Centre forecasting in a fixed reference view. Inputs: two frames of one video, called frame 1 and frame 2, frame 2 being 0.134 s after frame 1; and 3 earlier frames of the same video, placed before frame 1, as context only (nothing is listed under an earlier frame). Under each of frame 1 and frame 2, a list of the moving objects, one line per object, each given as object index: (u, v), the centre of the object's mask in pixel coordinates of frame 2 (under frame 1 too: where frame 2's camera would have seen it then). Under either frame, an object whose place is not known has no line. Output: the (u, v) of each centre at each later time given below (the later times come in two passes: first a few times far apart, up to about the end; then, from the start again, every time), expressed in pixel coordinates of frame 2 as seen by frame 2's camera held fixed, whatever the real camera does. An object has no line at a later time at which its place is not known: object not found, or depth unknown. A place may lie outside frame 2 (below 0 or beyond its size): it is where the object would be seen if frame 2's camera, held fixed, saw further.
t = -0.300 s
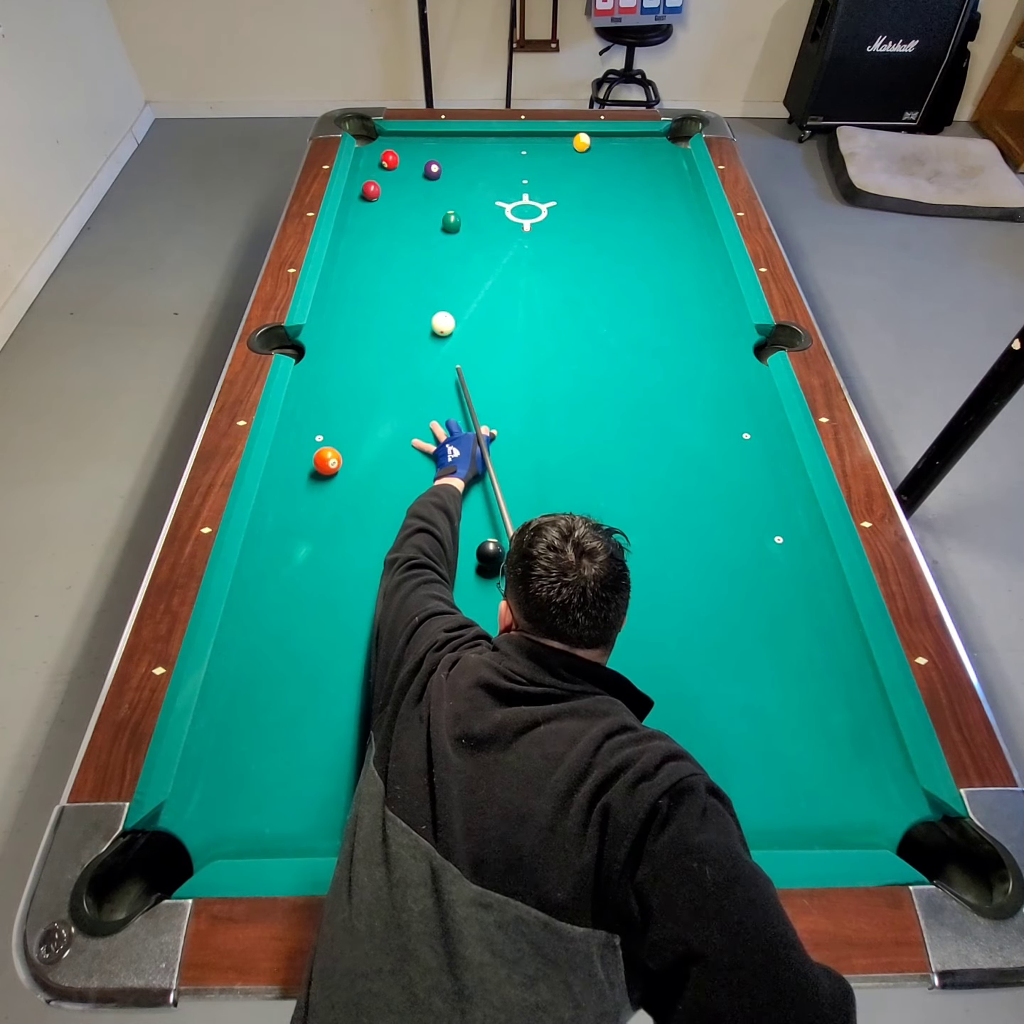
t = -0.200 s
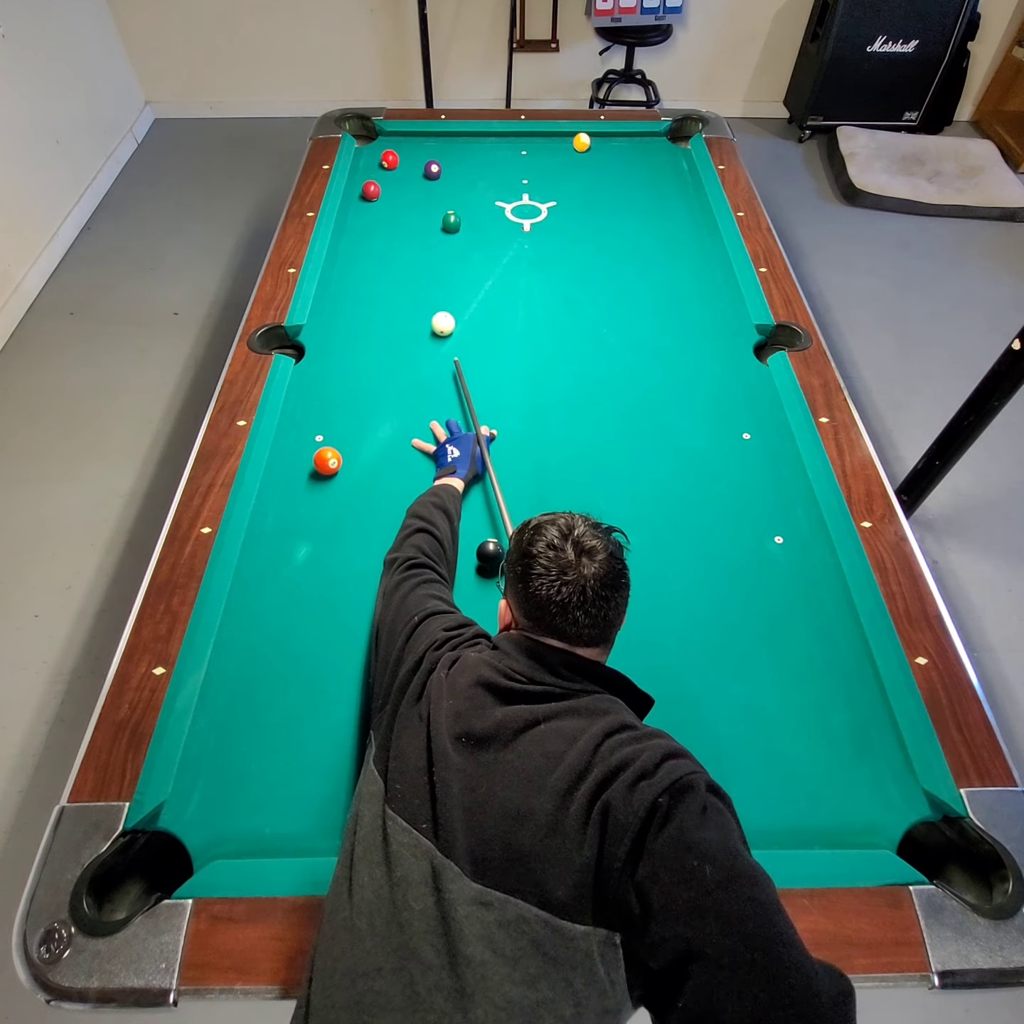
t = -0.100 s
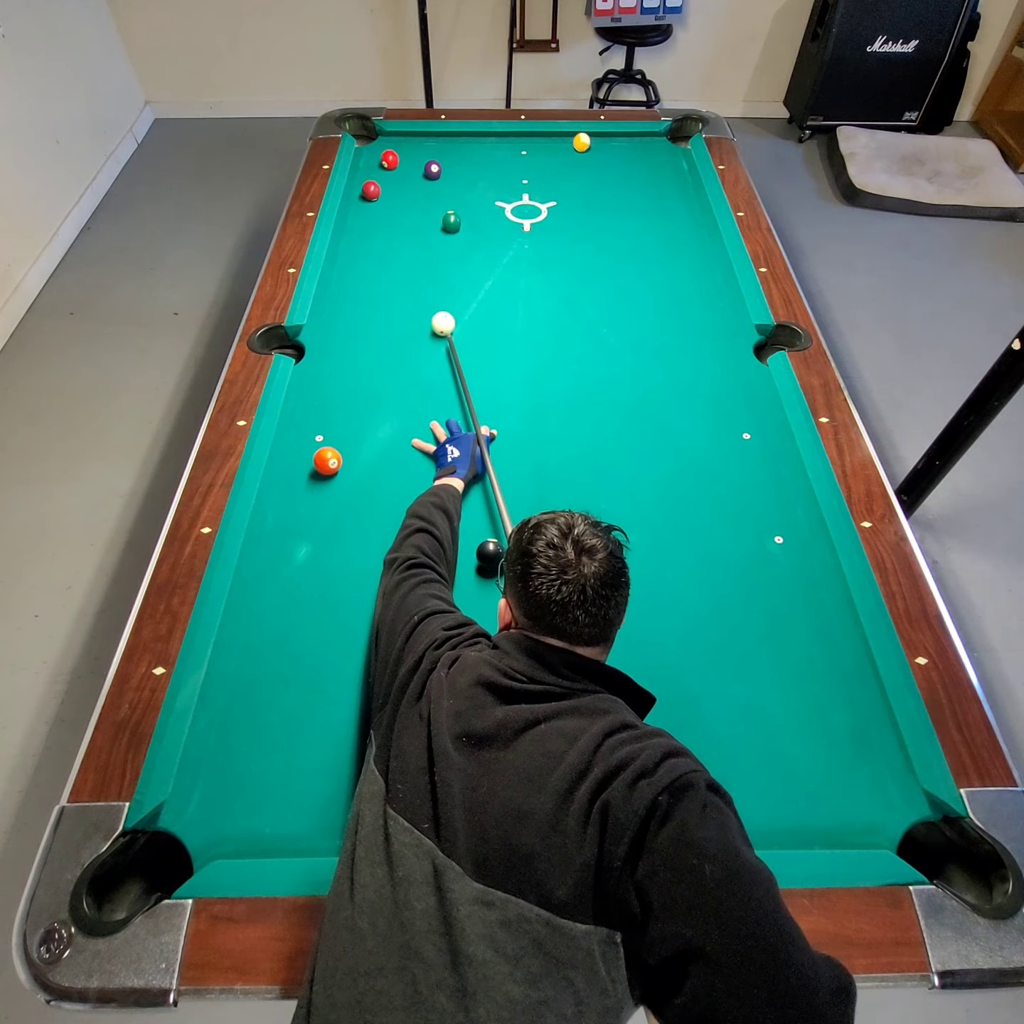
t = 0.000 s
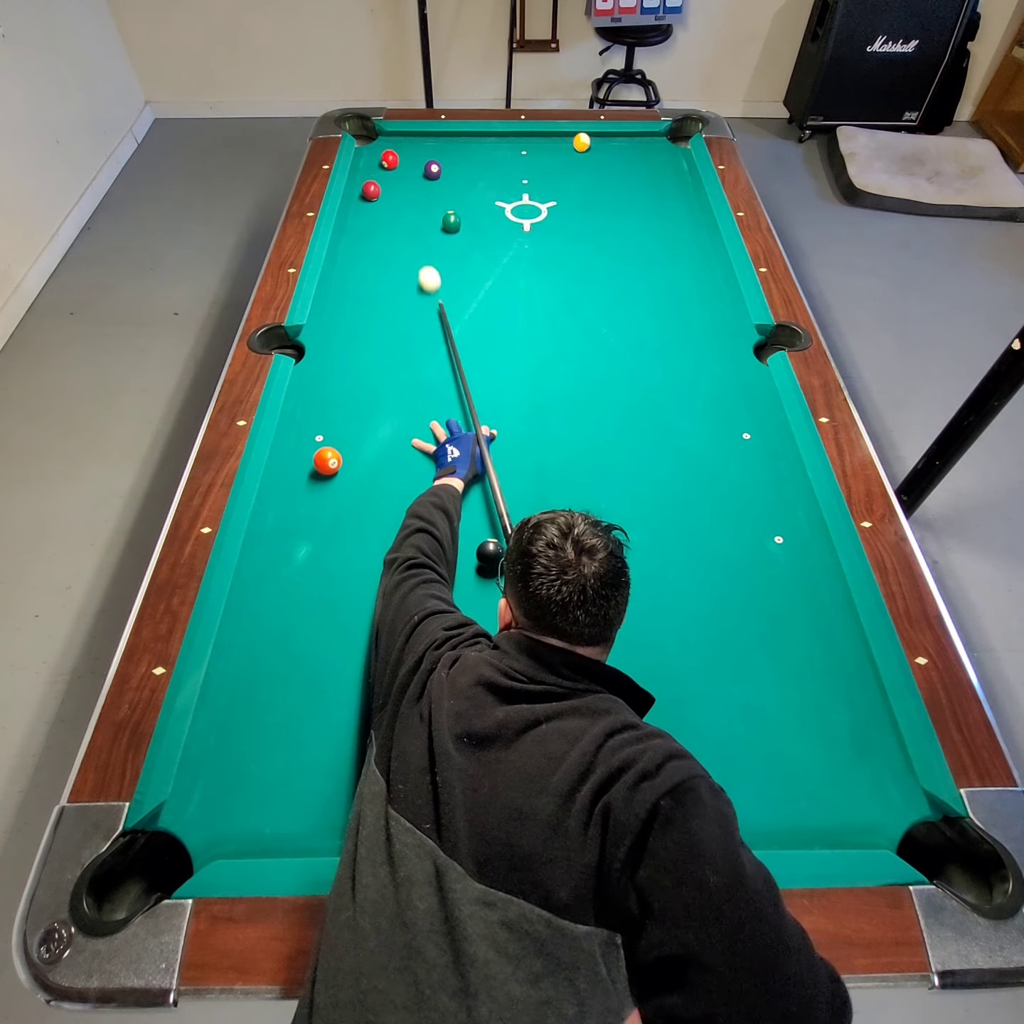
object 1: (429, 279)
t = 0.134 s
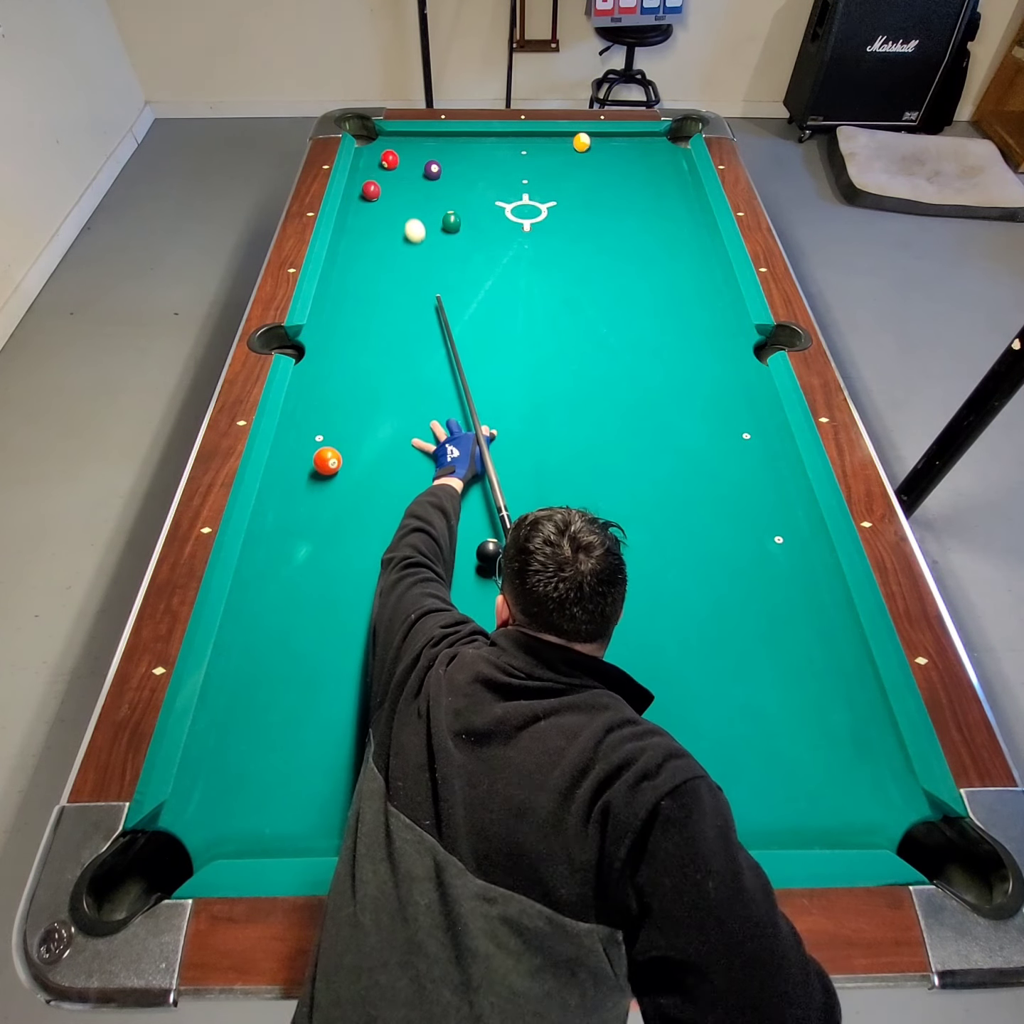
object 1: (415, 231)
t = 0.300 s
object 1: (402, 185)
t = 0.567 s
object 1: (414, 156)
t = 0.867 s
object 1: (434, 136)
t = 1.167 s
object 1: (454, 143)
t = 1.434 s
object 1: (470, 151)
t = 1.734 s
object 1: (487, 158)
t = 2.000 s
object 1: (501, 164)
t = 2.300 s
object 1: (514, 170)
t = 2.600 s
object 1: (525, 175)
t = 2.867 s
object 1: (532, 179)
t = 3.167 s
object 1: (539, 182)
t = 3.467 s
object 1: (543, 184)
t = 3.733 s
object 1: (545, 185)
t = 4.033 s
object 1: (545, 185)
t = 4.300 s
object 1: (545, 185)
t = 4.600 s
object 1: (545, 186)
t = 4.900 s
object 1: (545, 186)
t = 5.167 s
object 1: (545, 186)
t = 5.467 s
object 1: (545, 186)
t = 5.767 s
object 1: (545, 186)
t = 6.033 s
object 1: (545, 186)
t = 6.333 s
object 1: (545, 186)
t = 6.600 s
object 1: (545, 186)
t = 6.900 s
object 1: (545, 186)
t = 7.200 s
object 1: (545, 186)
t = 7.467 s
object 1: (545, 186)
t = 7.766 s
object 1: (545, 185)
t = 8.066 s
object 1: (545, 186)
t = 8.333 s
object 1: (545, 186)
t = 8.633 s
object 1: (545, 185)
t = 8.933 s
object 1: (545, 185)
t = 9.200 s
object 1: (545, 185)
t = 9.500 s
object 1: (545, 185)
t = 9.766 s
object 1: (545, 185)
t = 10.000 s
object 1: (545, 185)
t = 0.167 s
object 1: (412, 221)
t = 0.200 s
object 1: (409, 211)
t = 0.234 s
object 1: (407, 202)
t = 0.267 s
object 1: (404, 194)
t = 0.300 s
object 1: (402, 185)
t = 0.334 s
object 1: (399, 177)
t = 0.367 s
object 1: (397, 169)
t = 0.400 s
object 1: (399, 166)
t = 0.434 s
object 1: (403, 165)
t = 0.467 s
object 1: (407, 163)
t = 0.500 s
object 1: (409, 161)
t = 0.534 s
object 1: (412, 159)
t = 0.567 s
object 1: (414, 156)
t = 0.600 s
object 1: (416, 154)
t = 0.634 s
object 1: (419, 152)
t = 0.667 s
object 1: (421, 149)
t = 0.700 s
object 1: (423, 147)
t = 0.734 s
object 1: (425, 145)
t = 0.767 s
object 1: (428, 143)
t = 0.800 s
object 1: (430, 141)
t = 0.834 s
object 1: (432, 138)
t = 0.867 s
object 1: (434, 136)
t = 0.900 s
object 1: (436, 136)
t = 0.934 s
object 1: (438, 137)
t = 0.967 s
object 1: (441, 138)
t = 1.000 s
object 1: (443, 139)
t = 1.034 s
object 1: (445, 140)
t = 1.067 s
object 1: (447, 141)
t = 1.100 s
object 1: (450, 142)
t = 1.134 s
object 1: (452, 143)
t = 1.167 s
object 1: (454, 143)
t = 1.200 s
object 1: (456, 144)
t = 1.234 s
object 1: (458, 145)
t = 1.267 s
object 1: (460, 146)
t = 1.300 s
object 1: (462, 147)
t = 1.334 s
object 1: (464, 148)
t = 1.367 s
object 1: (466, 149)
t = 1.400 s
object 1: (468, 150)
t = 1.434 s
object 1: (470, 151)
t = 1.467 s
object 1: (472, 152)
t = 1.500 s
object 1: (474, 153)
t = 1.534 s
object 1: (476, 153)
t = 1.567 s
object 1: (478, 154)
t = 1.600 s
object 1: (480, 155)
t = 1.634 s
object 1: (481, 156)
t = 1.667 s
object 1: (483, 157)
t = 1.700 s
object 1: (485, 158)
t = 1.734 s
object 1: (487, 158)
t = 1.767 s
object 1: (489, 159)
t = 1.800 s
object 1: (491, 160)
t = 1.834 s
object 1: (492, 160)
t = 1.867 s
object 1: (494, 161)
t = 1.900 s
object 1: (496, 162)
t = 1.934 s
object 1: (497, 163)
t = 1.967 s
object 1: (499, 163)
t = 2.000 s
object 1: (501, 164)
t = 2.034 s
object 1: (502, 165)
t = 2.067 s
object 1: (504, 166)
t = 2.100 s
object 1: (505, 166)
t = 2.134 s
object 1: (507, 167)
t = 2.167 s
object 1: (508, 167)
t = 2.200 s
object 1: (510, 168)
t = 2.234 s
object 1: (511, 169)
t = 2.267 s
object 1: (512, 169)
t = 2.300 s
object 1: (514, 170)
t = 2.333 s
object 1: (515, 171)
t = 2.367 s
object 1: (516, 171)
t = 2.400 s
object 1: (517, 172)
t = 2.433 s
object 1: (519, 172)
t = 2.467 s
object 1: (520, 173)
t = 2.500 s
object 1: (521, 173)
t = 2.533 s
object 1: (522, 174)
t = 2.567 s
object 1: (523, 174)
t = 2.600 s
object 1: (525, 175)
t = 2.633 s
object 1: (526, 176)
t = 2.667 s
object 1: (527, 176)
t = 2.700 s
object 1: (528, 177)
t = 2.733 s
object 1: (529, 177)
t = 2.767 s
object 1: (530, 177)
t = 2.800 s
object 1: (531, 178)
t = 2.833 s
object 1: (532, 179)
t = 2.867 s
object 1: (532, 179)
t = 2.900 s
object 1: (533, 179)
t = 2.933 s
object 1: (534, 180)
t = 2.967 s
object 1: (535, 180)
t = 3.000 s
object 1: (535, 180)
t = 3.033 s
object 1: (536, 181)
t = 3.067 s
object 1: (537, 181)
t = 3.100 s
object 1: (538, 181)
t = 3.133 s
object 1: (538, 182)
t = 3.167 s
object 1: (539, 182)
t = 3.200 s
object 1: (539, 182)
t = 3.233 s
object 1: (540, 183)
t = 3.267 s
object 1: (540, 183)
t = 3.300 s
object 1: (541, 183)
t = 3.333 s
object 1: (541, 183)
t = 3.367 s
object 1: (542, 184)
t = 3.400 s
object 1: (542, 184)
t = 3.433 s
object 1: (543, 184)
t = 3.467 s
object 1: (543, 184)
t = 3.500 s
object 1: (543, 184)
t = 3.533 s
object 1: (544, 184)
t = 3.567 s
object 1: (544, 184)
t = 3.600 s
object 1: (544, 185)
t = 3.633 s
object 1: (544, 185)
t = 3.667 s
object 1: (544, 185)
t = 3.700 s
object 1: (544, 185)
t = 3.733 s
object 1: (545, 185)
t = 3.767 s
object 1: (545, 185)
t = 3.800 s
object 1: (545, 185)
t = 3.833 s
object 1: (545, 185)
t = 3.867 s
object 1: (545, 185)
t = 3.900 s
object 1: (545, 185)
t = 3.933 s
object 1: (545, 185)
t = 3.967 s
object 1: (545, 185)
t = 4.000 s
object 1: (545, 185)
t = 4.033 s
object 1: (545, 185)
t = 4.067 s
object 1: (545, 185)
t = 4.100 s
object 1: (545, 185)
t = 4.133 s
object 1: (545, 185)
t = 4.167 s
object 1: (545, 185)
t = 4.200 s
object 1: (545, 185)
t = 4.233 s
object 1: (545, 185)
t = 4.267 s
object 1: (545, 185)
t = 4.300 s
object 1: (545, 185)
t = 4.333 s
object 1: (545, 186)
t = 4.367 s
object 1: (545, 186)
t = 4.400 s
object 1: (545, 186)
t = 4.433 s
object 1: (545, 186)
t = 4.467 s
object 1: (545, 186)
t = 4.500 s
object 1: (545, 186)
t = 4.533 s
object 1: (545, 186)
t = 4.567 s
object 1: (545, 186)
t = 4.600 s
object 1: (545, 186)
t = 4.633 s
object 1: (545, 186)
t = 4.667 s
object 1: (545, 186)
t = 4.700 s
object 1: (545, 186)
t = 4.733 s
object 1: (545, 186)
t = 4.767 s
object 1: (545, 186)
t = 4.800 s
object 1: (545, 186)
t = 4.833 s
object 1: (545, 186)
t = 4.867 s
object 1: (545, 186)
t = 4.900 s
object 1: (545, 186)
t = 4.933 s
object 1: (545, 186)
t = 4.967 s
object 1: (545, 186)
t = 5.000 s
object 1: (545, 186)
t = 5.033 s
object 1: (545, 186)
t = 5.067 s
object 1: (545, 186)
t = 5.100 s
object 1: (545, 186)
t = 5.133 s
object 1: (545, 186)
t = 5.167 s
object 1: (545, 186)
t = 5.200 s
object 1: (545, 186)
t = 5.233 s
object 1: (545, 186)
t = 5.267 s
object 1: (545, 186)
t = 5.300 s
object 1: (545, 186)
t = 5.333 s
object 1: (545, 186)
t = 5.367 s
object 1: (545, 186)
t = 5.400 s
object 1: (545, 186)
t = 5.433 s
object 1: (545, 186)
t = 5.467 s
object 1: (545, 186)
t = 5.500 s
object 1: (545, 186)
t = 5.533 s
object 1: (545, 186)
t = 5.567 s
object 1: (545, 186)
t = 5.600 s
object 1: (545, 186)
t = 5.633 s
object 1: (545, 186)
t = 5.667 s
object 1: (545, 186)
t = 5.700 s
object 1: (545, 186)
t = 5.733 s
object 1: (545, 186)
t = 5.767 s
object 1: (545, 186)
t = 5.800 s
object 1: (545, 186)
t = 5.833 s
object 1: (545, 186)
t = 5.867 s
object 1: (545, 186)
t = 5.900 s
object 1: (545, 186)
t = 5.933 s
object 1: (545, 186)
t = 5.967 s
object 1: (545, 186)
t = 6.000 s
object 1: (545, 186)
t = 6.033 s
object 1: (545, 186)
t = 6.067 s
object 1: (545, 186)
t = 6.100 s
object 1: (545, 186)
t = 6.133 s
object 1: (545, 186)
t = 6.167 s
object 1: (545, 186)
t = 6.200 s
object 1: (545, 186)
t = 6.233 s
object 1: (545, 186)
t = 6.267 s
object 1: (545, 186)
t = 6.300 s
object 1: (545, 186)
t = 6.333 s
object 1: (545, 186)
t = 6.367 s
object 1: (545, 186)
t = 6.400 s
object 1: (545, 186)
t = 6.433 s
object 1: (545, 186)
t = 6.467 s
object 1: (545, 186)
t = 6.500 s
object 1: (545, 186)
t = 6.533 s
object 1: (545, 186)
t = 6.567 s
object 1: (545, 186)
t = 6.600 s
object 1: (545, 186)
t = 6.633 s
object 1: (545, 186)
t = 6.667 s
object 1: (545, 186)
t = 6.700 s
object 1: (545, 186)
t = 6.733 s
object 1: (545, 186)
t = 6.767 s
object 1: (545, 185)
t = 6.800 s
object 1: (545, 186)
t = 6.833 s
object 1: (545, 186)
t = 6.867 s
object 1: (545, 186)
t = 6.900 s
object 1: (545, 186)
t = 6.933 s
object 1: (545, 186)
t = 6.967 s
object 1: (545, 186)
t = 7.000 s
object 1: (545, 186)
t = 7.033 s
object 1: (545, 185)
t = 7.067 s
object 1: (545, 185)
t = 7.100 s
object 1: (545, 186)
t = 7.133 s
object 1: (545, 186)
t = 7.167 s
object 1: (545, 186)
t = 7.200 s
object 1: (545, 186)
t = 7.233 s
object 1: (545, 186)
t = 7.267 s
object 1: (545, 186)
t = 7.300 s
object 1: (545, 186)
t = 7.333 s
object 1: (545, 186)
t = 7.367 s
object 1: (545, 186)
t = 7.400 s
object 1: (545, 186)
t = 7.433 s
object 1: (545, 186)
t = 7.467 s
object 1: (545, 186)
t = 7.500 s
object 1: (545, 185)
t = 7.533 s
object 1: (545, 185)
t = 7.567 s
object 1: (545, 185)
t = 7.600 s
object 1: (545, 185)
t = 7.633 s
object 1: (545, 186)
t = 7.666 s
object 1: (545, 185)
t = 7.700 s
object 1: (545, 186)
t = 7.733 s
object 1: (545, 186)
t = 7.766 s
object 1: (545, 185)
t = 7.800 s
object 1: (545, 185)
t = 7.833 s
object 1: (545, 185)
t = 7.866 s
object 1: (545, 185)
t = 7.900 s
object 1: (545, 185)
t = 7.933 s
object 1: (545, 186)
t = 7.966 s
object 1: (545, 186)
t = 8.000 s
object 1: (545, 186)
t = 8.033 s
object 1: (545, 186)
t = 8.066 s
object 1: (545, 186)
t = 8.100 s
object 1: (545, 186)
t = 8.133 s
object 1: (545, 186)
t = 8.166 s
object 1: (545, 186)
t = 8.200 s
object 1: (545, 186)
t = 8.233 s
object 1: (545, 186)
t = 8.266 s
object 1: (545, 186)
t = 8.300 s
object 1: (545, 186)
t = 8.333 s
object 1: (545, 186)
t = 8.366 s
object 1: (545, 186)
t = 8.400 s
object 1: (545, 186)
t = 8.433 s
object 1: (545, 186)
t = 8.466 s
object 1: (545, 186)
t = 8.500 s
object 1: (545, 186)
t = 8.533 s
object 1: (545, 186)
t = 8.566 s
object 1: (545, 185)
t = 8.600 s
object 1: (545, 185)
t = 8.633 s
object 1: (545, 185)
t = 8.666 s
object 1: (545, 186)
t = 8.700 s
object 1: (545, 185)
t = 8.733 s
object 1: (545, 185)
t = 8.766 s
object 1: (545, 185)
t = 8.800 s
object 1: (545, 185)
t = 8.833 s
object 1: (545, 185)
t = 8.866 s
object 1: (545, 185)
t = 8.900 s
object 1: (545, 185)
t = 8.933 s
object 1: (545, 185)
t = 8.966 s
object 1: (545, 185)
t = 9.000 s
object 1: (545, 185)
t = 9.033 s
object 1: (545, 185)
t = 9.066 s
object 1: (545, 185)
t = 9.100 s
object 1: (545, 185)
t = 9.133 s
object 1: (545, 185)
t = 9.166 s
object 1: (545, 185)
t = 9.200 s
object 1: (545, 185)
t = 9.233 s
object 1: (545, 185)
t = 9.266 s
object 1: (545, 185)
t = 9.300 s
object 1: (545, 185)
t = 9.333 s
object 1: (545, 185)
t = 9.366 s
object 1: (545, 185)
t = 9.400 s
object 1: (545, 185)
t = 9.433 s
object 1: (545, 185)
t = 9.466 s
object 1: (545, 185)
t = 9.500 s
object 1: (545, 185)
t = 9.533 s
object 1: (545, 185)
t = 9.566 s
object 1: (545, 185)
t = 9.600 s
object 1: (545, 185)
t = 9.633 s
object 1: (545, 185)
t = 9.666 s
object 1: (545, 185)
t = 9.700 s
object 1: (545, 185)
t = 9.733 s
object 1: (545, 185)
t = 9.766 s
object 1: (545, 185)
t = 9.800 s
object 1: (545, 185)
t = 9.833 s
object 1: (545, 186)
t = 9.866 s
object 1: (545, 185)
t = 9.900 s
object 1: (545, 185)
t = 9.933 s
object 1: (545, 185)
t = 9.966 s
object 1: (545, 185)
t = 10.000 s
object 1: (545, 185)
